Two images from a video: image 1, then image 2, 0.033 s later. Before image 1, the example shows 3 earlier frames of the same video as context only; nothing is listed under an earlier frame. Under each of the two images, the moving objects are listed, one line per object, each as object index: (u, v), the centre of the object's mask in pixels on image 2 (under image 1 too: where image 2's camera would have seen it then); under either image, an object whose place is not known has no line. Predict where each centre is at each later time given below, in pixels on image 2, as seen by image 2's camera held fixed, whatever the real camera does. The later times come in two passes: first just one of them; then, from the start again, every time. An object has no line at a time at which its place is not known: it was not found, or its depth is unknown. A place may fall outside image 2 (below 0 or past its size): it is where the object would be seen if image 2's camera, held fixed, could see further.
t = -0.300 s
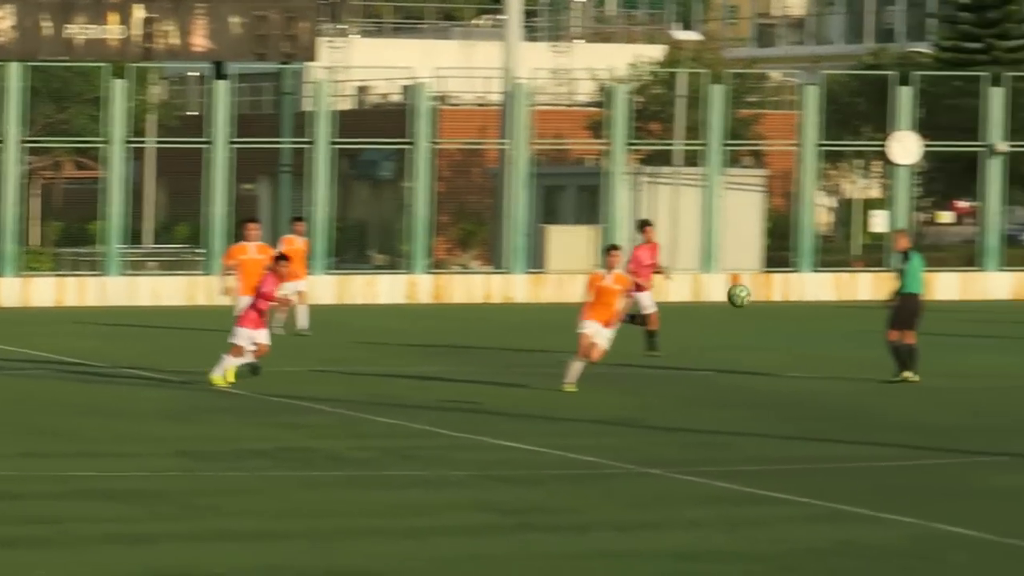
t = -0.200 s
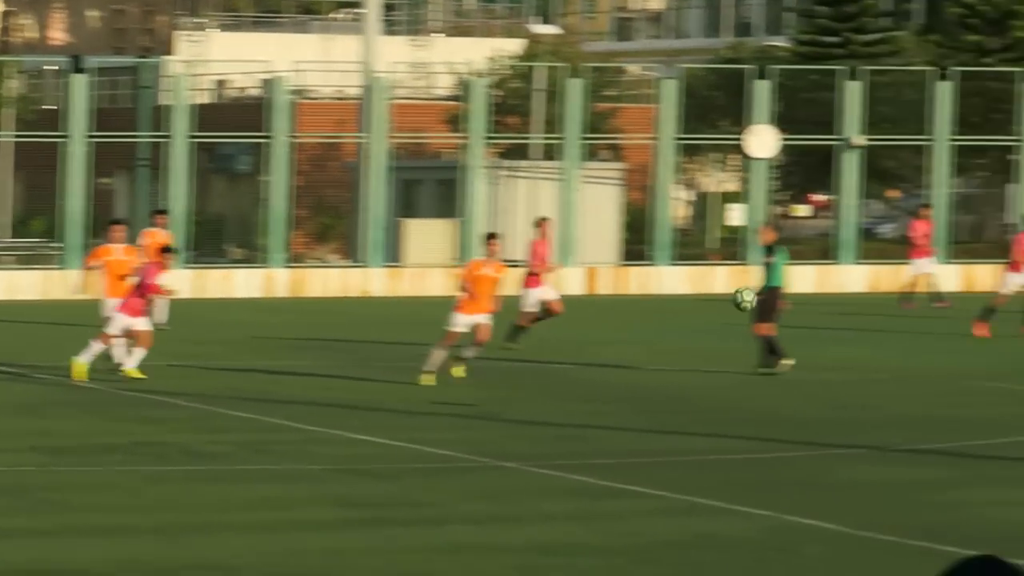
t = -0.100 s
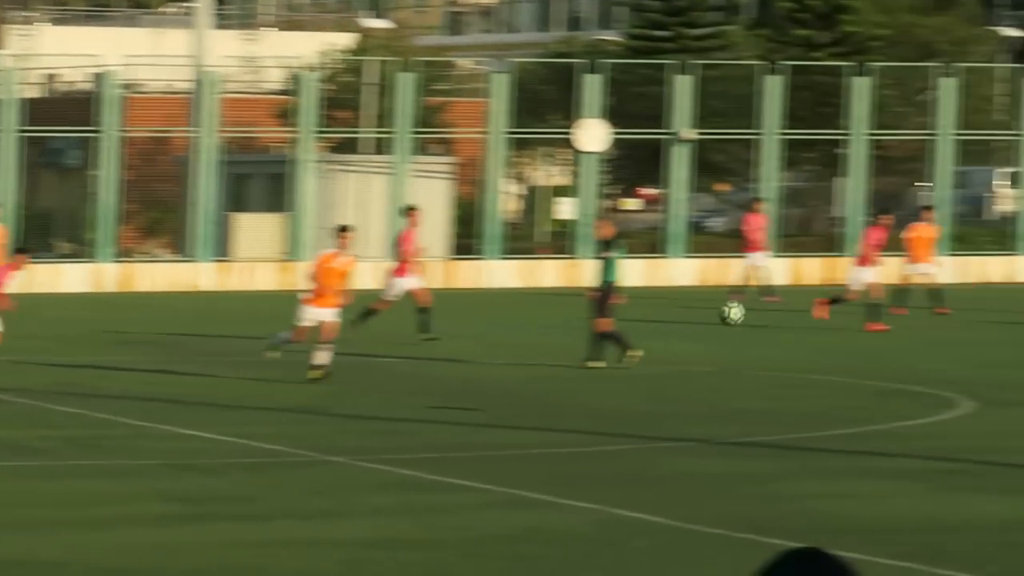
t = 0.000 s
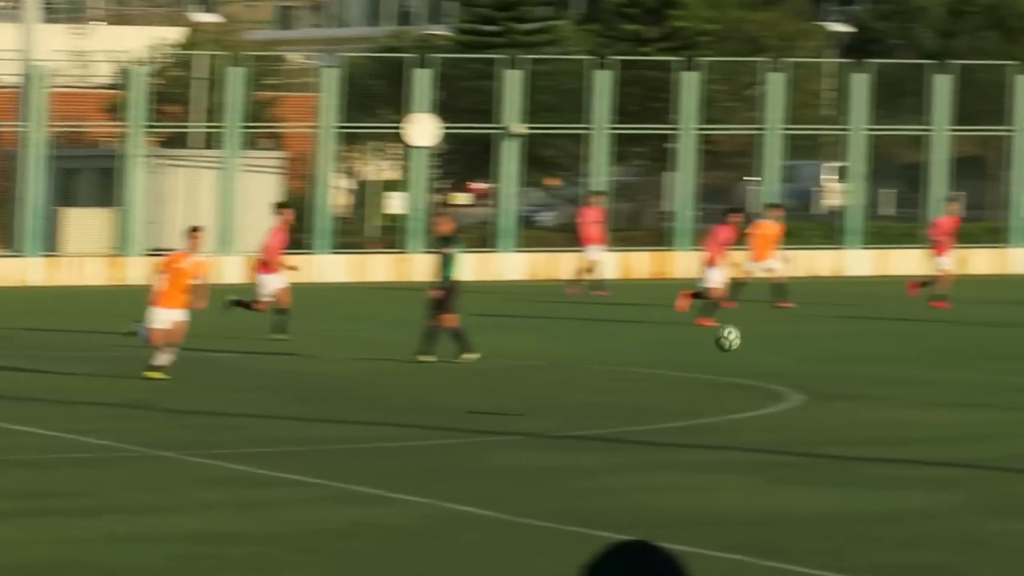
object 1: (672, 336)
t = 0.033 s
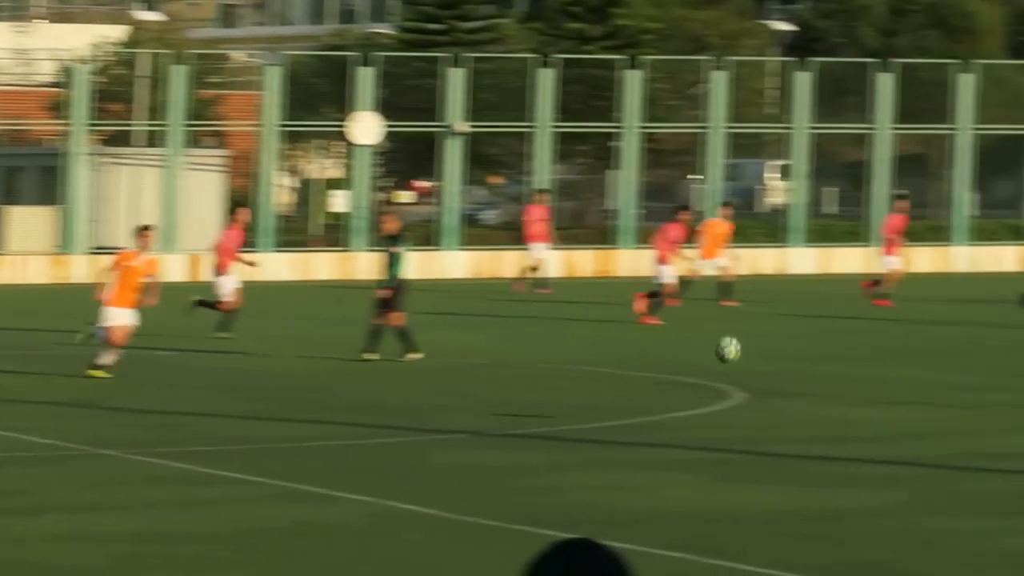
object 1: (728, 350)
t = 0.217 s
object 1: (1059, 422)
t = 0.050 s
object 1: (757, 357)
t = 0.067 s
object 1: (786, 365)
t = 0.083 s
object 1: (816, 374)
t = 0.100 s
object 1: (847, 383)
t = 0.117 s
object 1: (878, 392)
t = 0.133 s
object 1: (910, 403)
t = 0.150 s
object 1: (942, 413)
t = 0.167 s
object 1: (975, 424)
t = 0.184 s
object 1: (1006, 433)
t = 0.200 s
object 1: (1032, 427)
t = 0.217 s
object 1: (1059, 422)
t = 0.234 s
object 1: (1085, 416)
